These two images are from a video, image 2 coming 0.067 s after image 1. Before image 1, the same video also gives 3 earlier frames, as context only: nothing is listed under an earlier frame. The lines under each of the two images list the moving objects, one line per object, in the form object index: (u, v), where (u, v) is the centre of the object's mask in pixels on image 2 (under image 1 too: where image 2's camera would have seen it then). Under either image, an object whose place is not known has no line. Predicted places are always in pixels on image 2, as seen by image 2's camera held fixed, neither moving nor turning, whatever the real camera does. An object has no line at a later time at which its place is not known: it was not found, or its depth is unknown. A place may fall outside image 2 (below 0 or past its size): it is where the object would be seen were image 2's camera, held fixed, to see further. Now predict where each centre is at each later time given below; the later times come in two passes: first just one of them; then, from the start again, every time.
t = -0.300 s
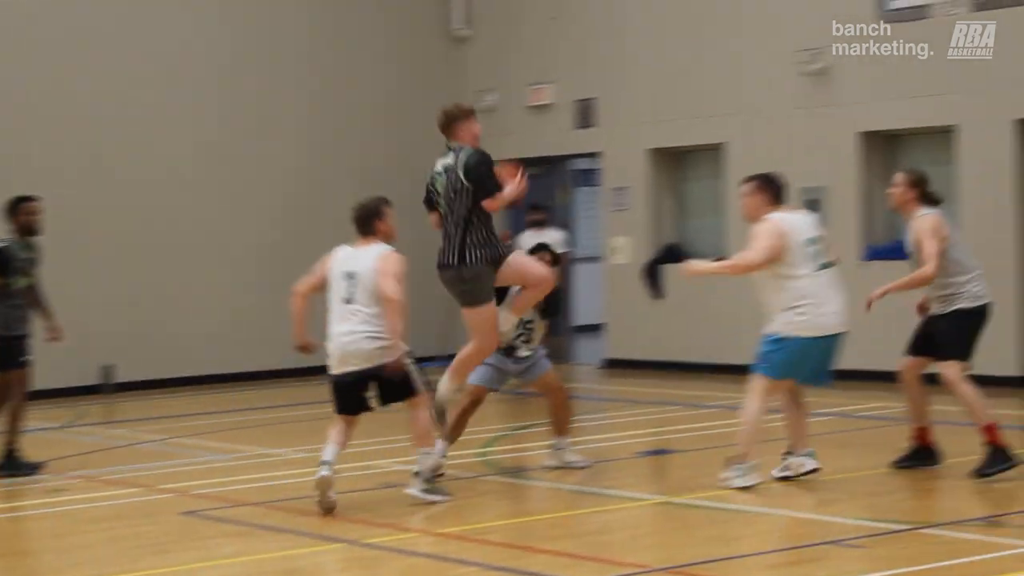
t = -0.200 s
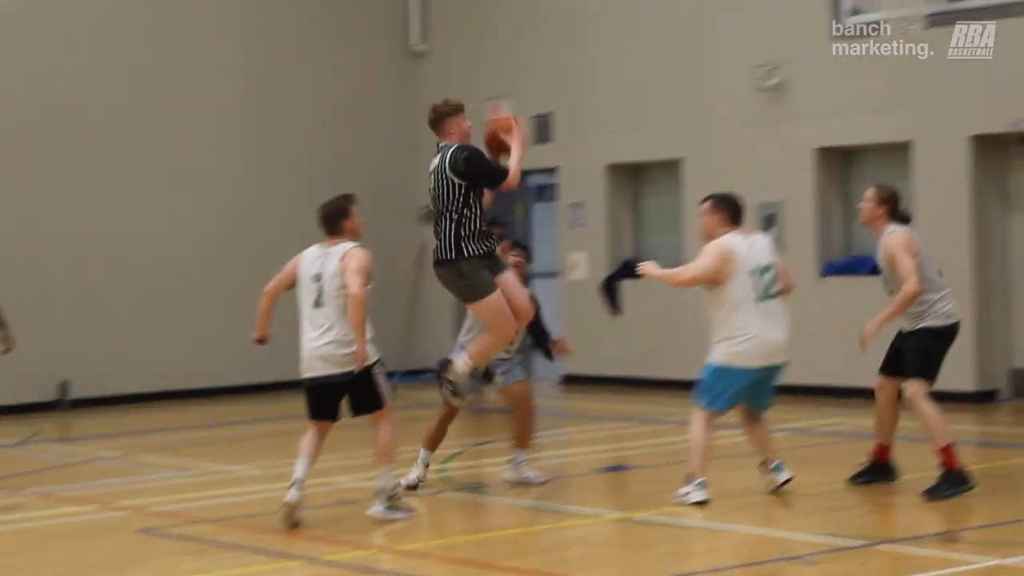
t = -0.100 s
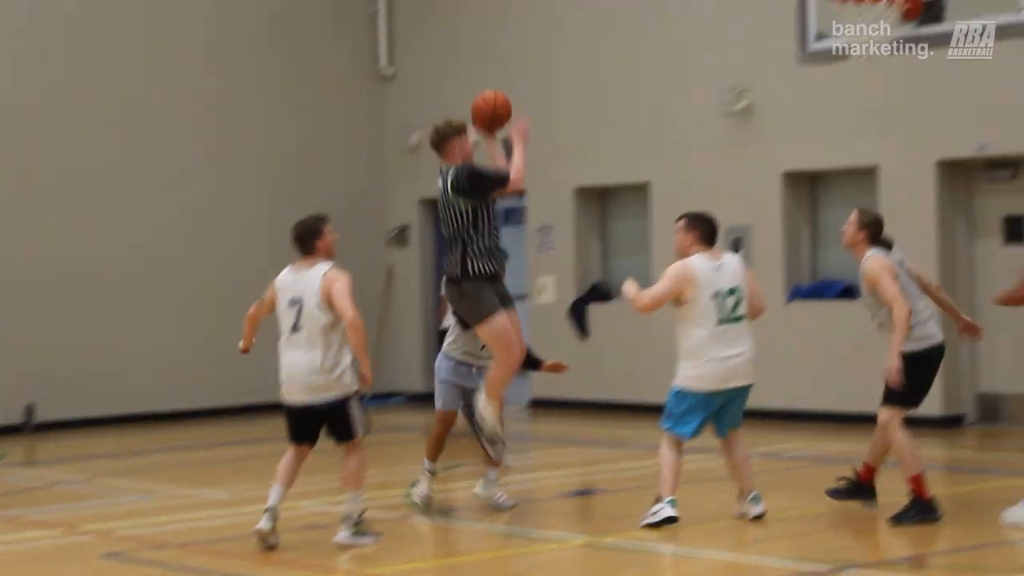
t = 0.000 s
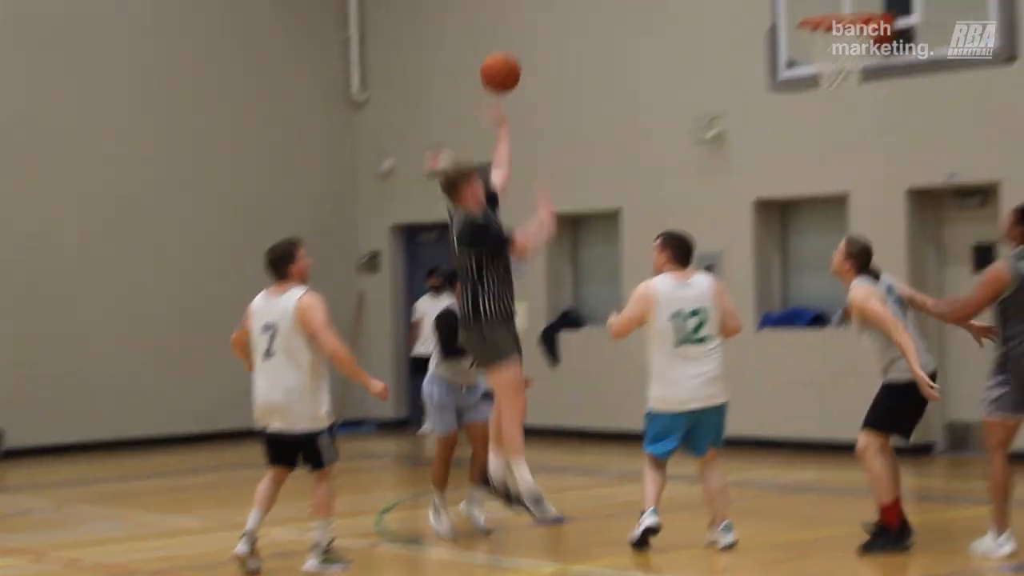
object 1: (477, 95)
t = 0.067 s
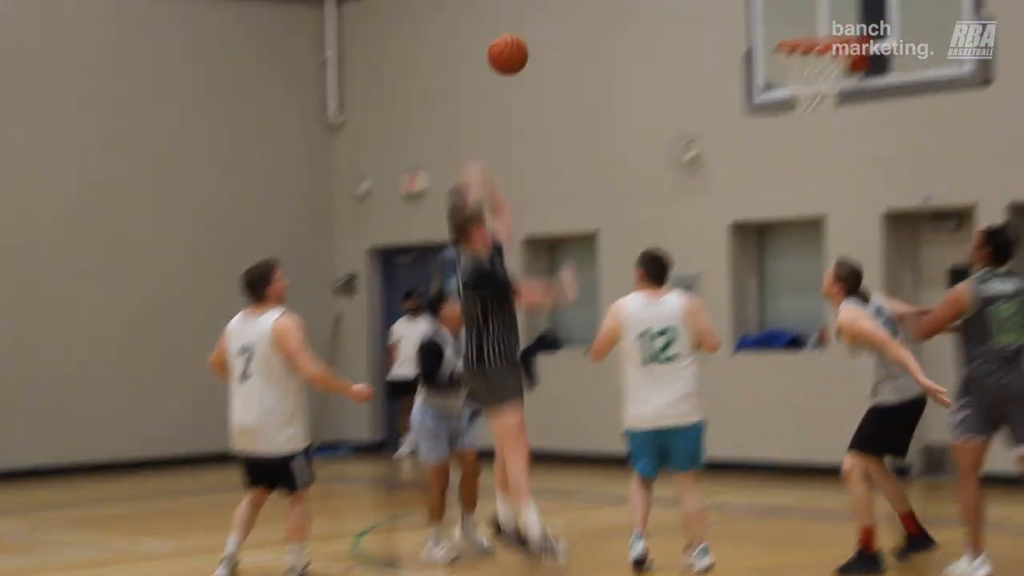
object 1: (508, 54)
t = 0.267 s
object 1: (597, -24)
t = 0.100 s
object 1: (522, 36)
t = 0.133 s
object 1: (537, 21)
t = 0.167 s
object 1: (552, 6)
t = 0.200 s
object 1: (567, -6)
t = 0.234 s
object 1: (582, -15)
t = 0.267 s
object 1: (597, -24)
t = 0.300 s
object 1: (611, -31)
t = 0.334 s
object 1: (626, -35)
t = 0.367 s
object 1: (641, -39)
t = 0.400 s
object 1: (656, -40)
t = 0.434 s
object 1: (671, -39)
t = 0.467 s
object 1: (685, -37)
